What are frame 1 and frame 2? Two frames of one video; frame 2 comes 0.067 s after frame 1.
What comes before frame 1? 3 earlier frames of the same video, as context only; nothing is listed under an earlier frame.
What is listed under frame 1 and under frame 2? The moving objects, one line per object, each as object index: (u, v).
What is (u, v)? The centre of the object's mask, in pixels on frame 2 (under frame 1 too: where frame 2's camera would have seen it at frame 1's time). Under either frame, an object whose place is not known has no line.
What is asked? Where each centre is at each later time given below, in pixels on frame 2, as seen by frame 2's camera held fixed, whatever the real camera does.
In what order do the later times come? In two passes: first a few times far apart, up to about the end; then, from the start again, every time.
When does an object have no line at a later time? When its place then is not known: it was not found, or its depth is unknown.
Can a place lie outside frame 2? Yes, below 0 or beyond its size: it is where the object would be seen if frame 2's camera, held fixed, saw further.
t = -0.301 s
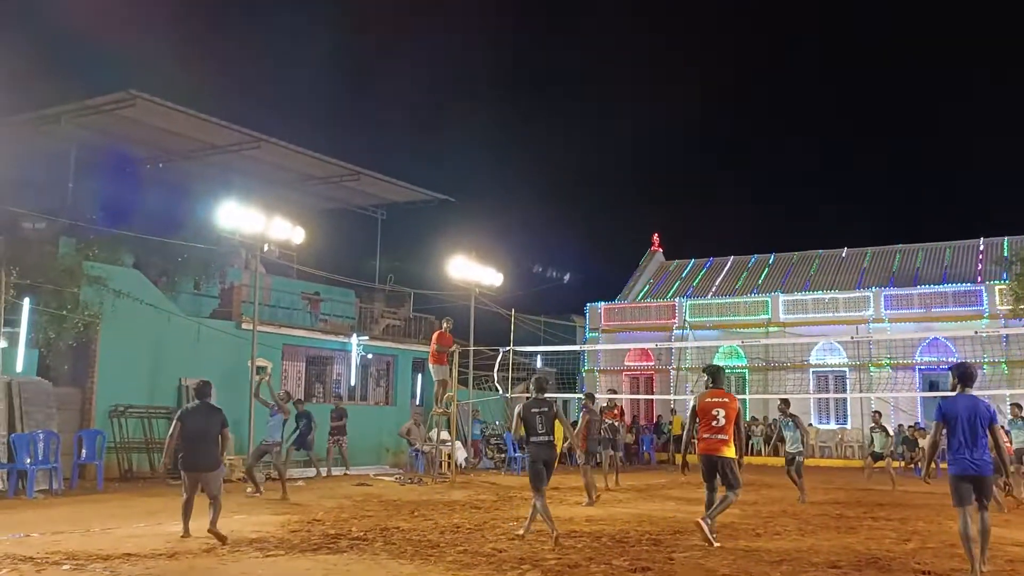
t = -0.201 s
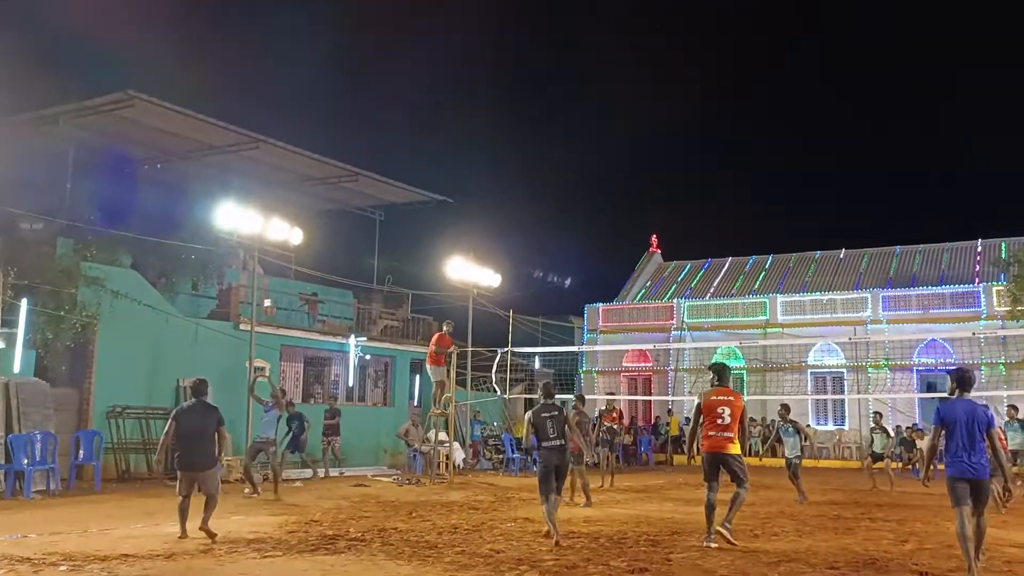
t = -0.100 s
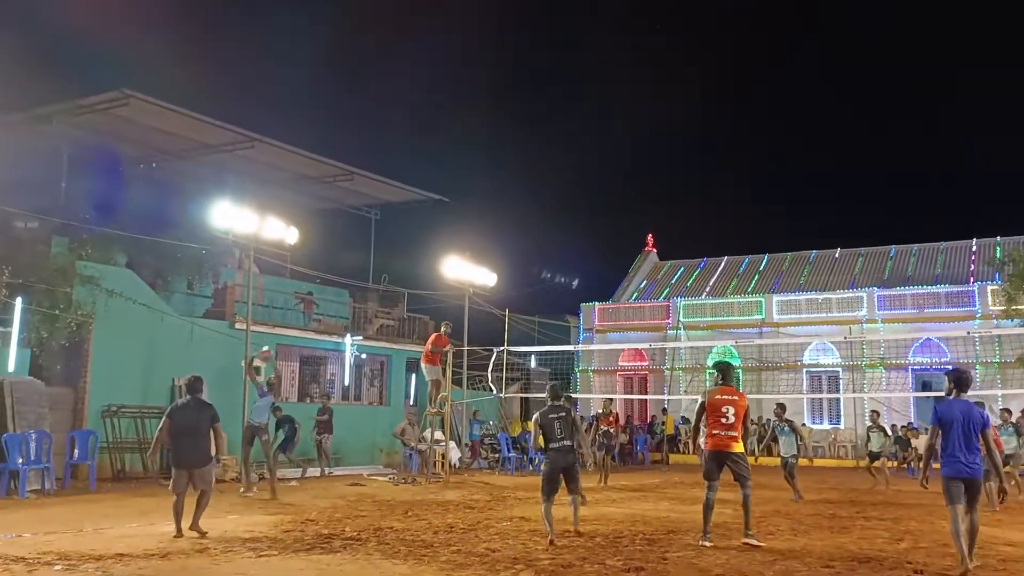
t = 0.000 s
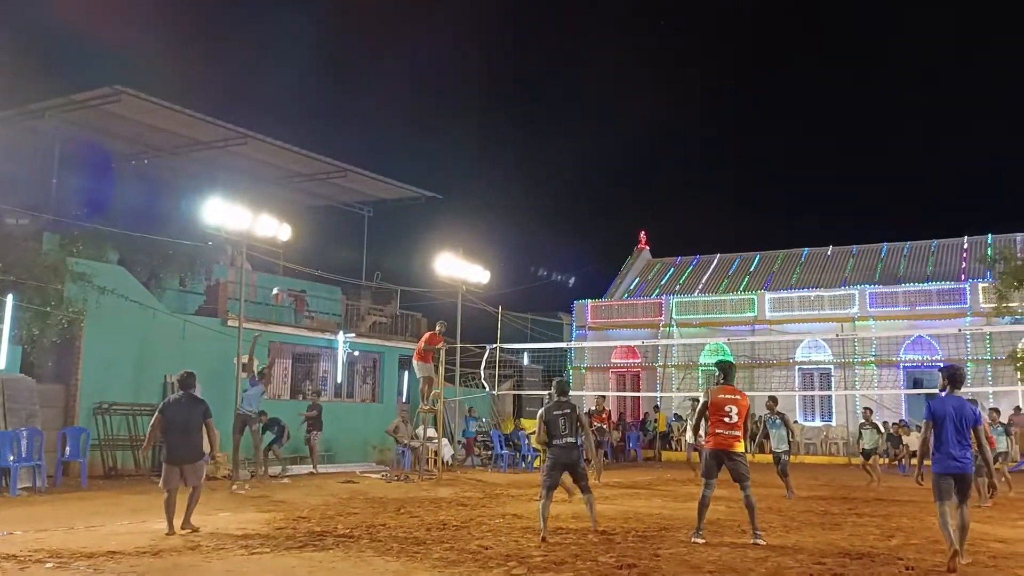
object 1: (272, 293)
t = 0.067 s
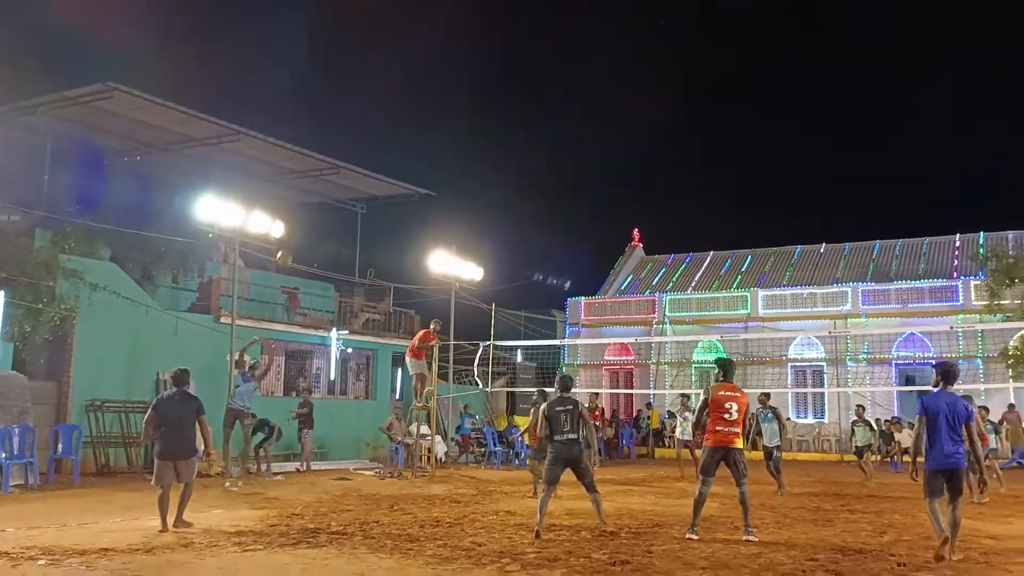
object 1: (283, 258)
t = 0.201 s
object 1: (308, 199)
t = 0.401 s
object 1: (342, 129)
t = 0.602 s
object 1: (374, 86)
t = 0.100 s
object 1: (289, 243)
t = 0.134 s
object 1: (297, 227)
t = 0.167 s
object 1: (302, 212)
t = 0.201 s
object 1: (308, 199)
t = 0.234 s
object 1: (314, 186)
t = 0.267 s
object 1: (320, 174)
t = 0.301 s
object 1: (325, 160)
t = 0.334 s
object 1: (331, 150)
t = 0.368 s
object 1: (337, 140)
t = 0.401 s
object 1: (342, 129)
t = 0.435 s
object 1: (347, 120)
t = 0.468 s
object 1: (353, 113)
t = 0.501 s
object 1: (358, 105)
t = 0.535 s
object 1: (364, 97)
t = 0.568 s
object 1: (369, 91)
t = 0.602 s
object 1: (374, 86)
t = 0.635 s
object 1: (380, 81)
